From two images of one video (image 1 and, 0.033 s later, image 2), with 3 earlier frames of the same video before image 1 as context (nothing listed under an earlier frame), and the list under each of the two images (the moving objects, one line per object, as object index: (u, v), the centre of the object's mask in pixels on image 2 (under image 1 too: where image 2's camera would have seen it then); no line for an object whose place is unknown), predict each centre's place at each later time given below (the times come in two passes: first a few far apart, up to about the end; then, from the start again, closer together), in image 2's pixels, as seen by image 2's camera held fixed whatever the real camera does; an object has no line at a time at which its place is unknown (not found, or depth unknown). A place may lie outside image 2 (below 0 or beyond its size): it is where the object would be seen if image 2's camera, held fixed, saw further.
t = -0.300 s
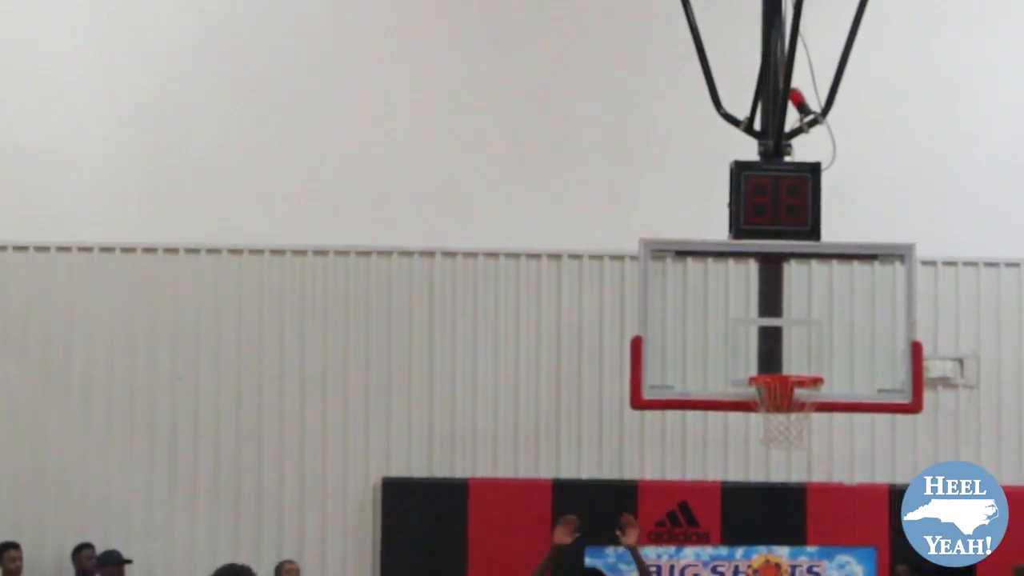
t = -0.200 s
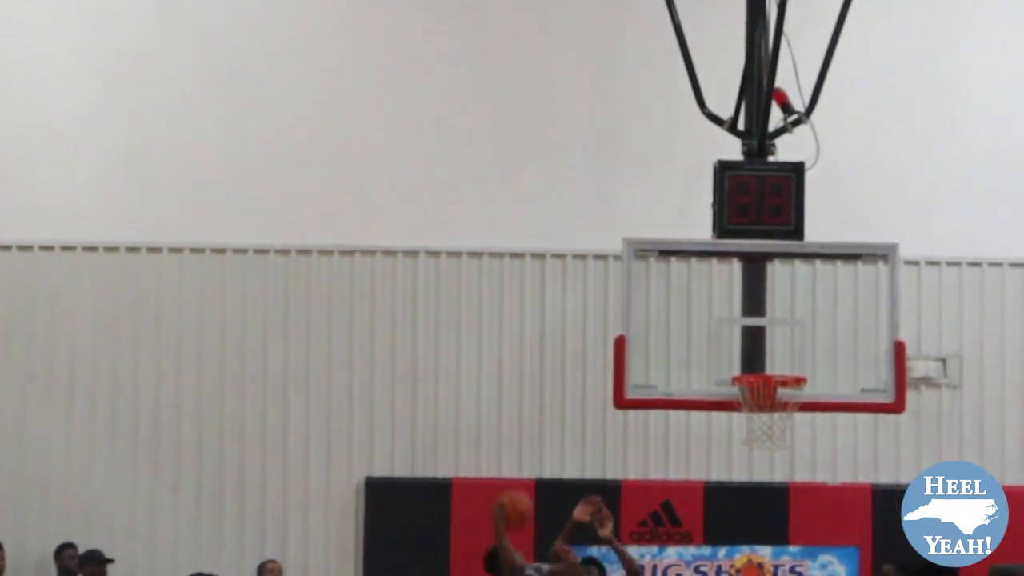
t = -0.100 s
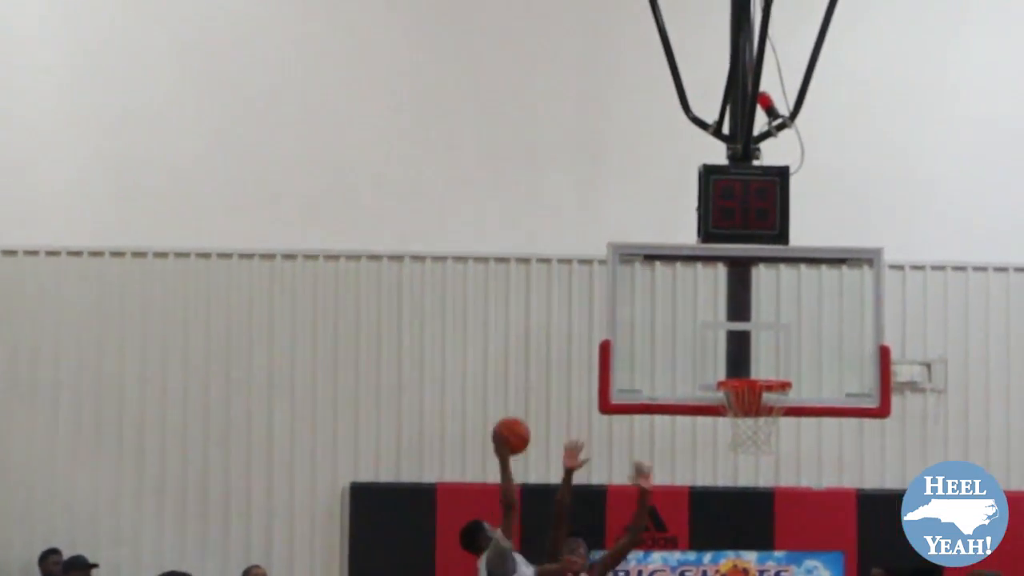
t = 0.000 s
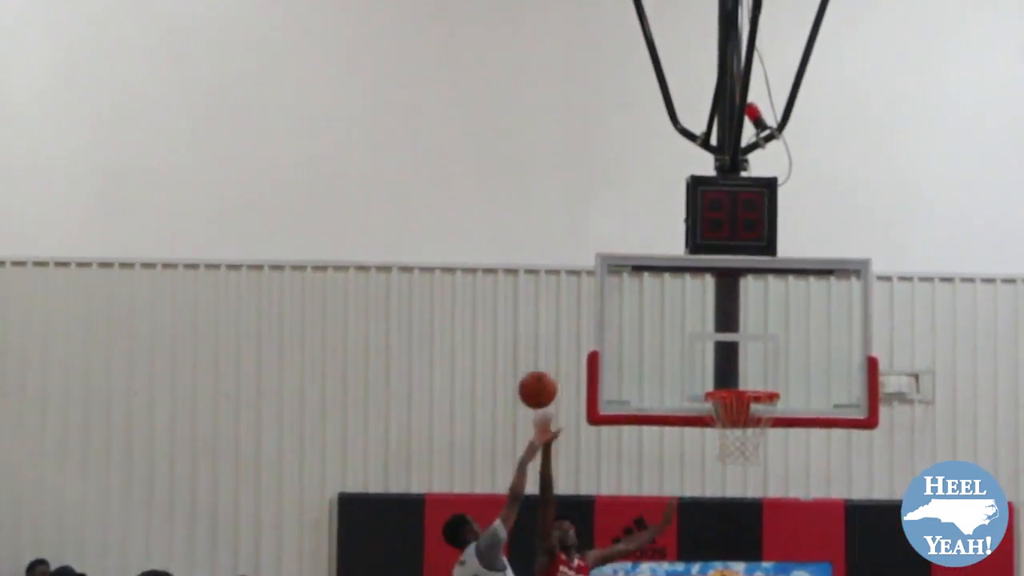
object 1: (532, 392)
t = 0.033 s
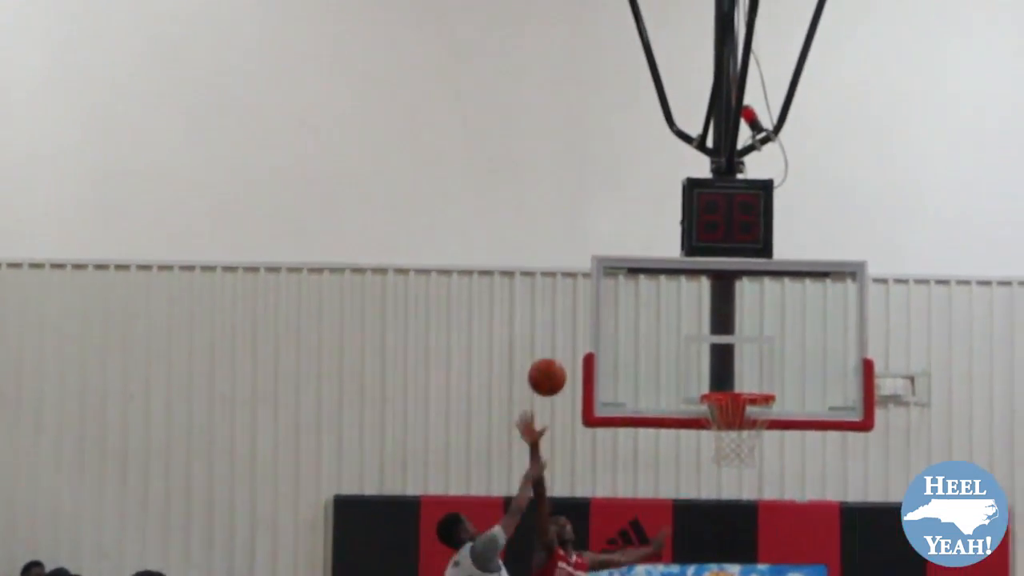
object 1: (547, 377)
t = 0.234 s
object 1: (631, 325)
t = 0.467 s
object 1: (722, 340)
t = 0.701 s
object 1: (798, 368)
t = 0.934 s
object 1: (864, 385)
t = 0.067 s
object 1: (561, 364)
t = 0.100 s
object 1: (575, 352)
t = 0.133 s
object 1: (590, 343)
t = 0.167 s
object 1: (604, 335)
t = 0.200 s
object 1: (618, 329)
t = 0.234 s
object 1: (631, 325)
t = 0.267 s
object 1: (644, 323)
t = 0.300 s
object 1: (657, 321)
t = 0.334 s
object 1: (670, 322)
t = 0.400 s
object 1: (696, 327)
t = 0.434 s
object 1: (710, 333)
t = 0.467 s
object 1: (722, 340)
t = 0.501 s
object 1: (735, 349)
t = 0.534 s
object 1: (748, 359)
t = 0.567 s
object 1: (759, 370)
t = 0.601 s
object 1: (770, 379)
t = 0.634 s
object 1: (779, 377)
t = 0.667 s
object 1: (789, 371)
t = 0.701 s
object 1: (798, 368)
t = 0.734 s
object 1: (807, 365)
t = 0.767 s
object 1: (817, 364)
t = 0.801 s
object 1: (826, 365)
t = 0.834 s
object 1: (835, 367)
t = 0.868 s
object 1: (846, 372)
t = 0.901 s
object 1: (855, 378)
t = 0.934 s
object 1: (864, 385)
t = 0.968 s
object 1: (874, 394)
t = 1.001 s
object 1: (884, 405)
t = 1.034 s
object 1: (893, 417)
